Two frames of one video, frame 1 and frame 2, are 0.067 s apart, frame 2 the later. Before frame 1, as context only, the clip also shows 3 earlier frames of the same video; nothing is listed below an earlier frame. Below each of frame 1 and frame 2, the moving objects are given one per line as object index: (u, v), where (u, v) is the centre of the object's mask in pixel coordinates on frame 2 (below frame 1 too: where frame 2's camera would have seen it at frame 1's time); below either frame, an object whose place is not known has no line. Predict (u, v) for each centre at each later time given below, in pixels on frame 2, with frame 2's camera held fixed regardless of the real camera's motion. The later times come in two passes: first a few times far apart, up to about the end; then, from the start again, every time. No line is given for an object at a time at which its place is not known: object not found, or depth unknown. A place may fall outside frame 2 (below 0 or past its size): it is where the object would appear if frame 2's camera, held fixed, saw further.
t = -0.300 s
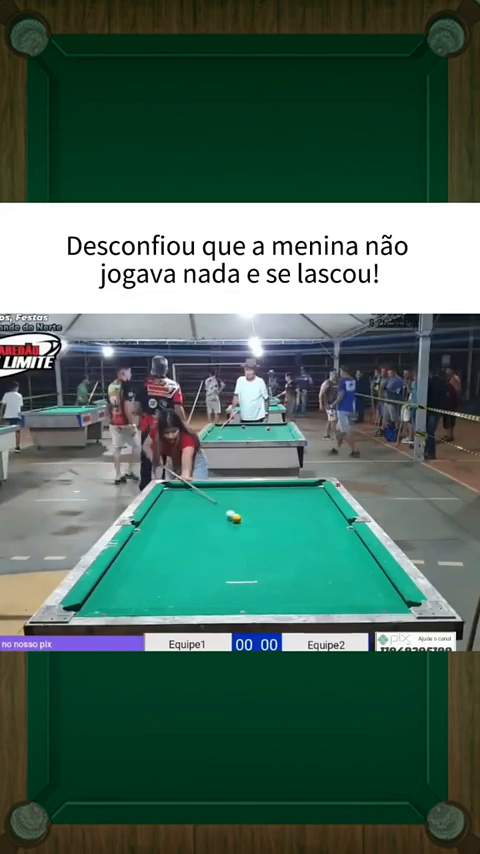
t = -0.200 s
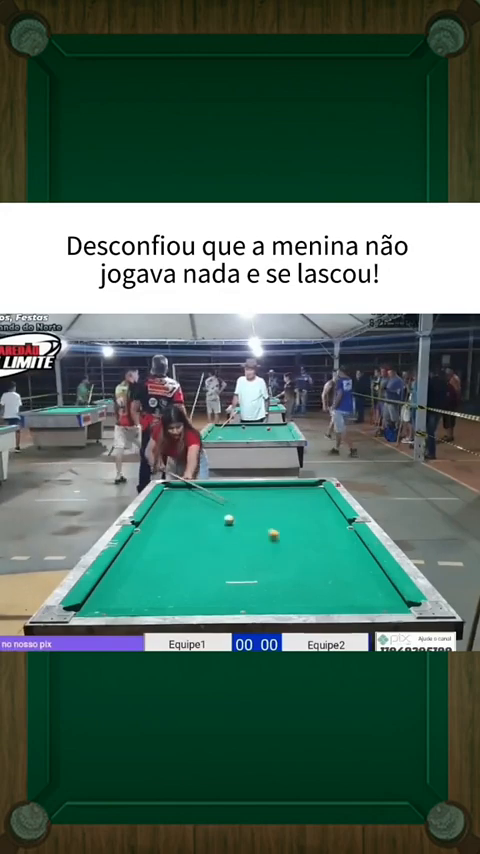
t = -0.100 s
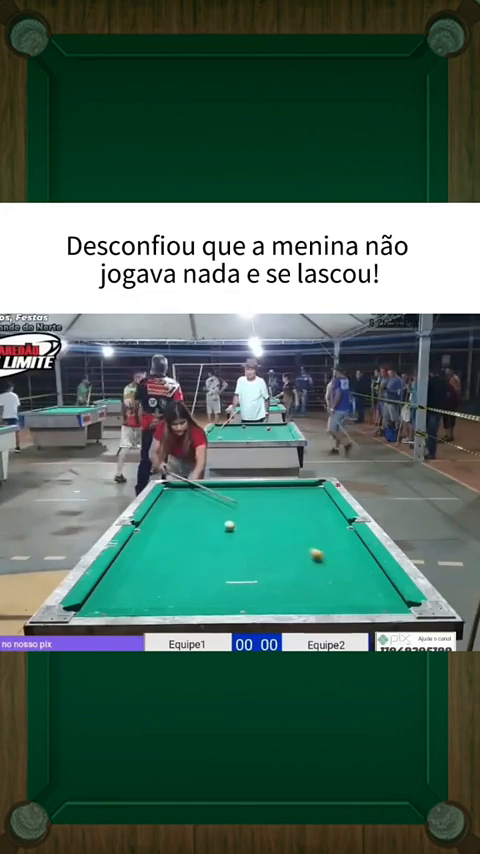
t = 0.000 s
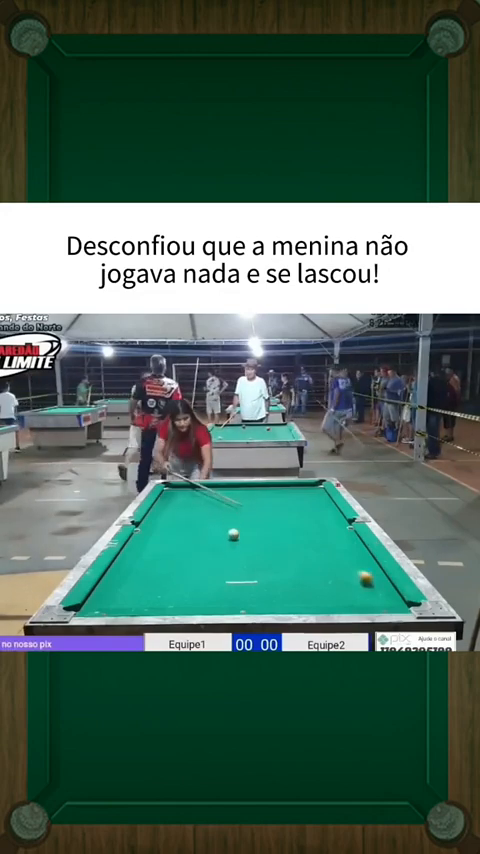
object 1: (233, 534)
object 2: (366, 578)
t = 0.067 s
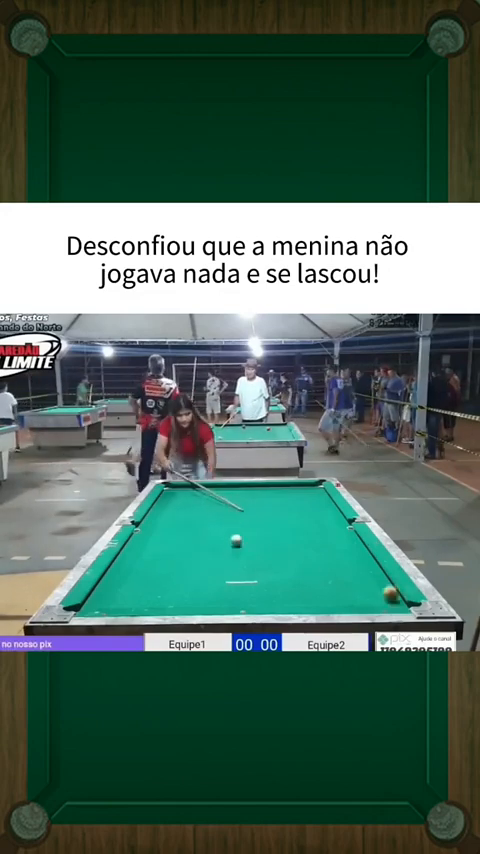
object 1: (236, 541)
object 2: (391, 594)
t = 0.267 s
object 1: (247, 563)
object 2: (339, 587)
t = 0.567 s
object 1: (268, 600)
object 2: (267, 555)
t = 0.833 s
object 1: (276, 576)
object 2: (221, 536)
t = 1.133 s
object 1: (282, 552)
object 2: (181, 519)
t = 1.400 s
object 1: (286, 536)
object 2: (155, 507)
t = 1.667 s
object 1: (289, 523)
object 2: (181, 499)
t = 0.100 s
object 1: (238, 544)
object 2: (387, 598)
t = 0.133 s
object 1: (239, 548)
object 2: (382, 602)
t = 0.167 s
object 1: (241, 551)
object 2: (370, 597)
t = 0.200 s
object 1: (243, 555)
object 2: (359, 595)
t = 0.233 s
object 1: (245, 558)
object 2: (348, 592)
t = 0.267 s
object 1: (247, 563)
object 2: (339, 587)
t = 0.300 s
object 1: (249, 567)
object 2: (329, 583)
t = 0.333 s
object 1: (251, 571)
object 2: (320, 579)
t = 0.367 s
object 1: (253, 576)
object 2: (311, 575)
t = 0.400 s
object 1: (255, 580)
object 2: (303, 572)
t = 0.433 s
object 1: (258, 585)
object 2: (296, 568)
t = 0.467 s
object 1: (260, 591)
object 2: (288, 565)
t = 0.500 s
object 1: (263, 595)
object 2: (281, 561)
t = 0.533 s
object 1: (266, 598)
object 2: (274, 559)
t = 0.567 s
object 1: (268, 600)
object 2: (267, 555)
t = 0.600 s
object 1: (269, 597)
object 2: (261, 553)
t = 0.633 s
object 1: (270, 595)
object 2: (254, 550)
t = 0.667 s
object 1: (272, 593)
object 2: (248, 547)
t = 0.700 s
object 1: (272, 590)
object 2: (242, 545)
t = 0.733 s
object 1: (274, 586)
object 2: (236, 542)
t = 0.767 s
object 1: (274, 583)
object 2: (231, 540)
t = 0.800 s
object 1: (275, 580)
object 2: (226, 538)
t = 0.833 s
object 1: (276, 576)
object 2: (221, 536)
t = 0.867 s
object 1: (277, 573)
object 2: (216, 533)
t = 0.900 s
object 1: (277, 570)
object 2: (211, 531)
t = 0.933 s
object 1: (278, 568)
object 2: (206, 529)
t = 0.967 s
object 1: (279, 565)
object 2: (201, 528)
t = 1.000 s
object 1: (279, 562)
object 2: (197, 526)
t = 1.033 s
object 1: (280, 559)
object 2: (193, 524)
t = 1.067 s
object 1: (281, 557)
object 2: (189, 522)
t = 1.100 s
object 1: (281, 554)
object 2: (185, 520)
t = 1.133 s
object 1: (282, 552)
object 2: (181, 519)
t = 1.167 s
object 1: (282, 550)
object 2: (177, 517)
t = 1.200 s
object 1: (283, 548)
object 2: (173, 516)
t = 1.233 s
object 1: (283, 546)
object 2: (169, 514)
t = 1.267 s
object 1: (284, 544)
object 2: (166, 512)
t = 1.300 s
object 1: (285, 541)
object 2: (162, 511)
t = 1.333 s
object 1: (285, 540)
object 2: (159, 509)
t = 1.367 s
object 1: (286, 538)
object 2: (155, 508)
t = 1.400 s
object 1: (286, 536)
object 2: (155, 507)
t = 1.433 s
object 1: (287, 534)
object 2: (159, 506)
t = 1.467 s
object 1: (287, 532)
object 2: (162, 505)
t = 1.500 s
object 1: (287, 531)
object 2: (165, 504)
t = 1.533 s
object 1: (288, 529)
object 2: (168, 503)
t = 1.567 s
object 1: (288, 527)
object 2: (172, 502)
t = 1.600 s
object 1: (289, 526)
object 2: (175, 501)
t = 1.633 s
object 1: (289, 524)
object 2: (178, 500)
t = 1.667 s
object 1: (289, 523)
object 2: (181, 499)
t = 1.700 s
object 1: (290, 522)
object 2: (184, 498)
